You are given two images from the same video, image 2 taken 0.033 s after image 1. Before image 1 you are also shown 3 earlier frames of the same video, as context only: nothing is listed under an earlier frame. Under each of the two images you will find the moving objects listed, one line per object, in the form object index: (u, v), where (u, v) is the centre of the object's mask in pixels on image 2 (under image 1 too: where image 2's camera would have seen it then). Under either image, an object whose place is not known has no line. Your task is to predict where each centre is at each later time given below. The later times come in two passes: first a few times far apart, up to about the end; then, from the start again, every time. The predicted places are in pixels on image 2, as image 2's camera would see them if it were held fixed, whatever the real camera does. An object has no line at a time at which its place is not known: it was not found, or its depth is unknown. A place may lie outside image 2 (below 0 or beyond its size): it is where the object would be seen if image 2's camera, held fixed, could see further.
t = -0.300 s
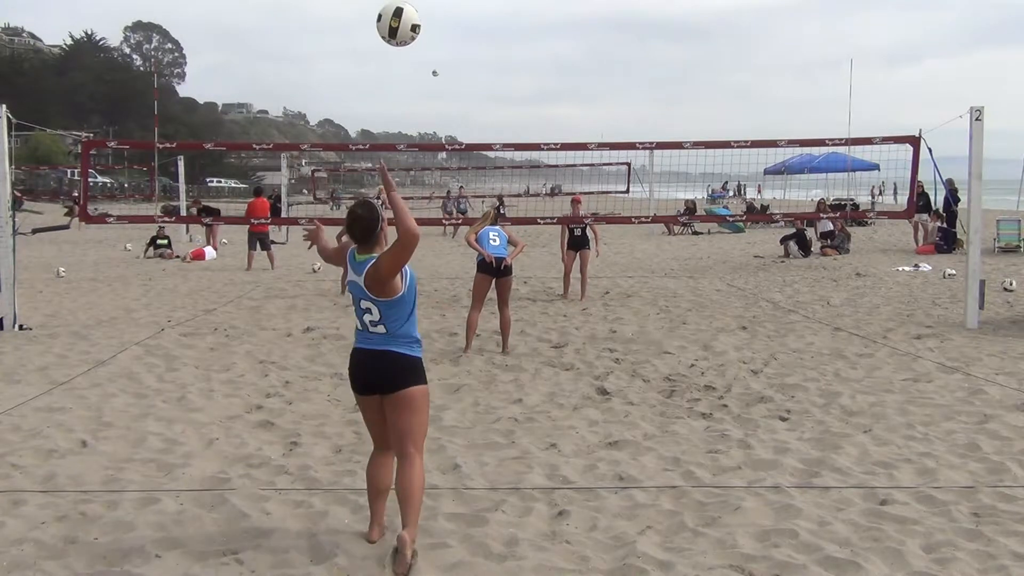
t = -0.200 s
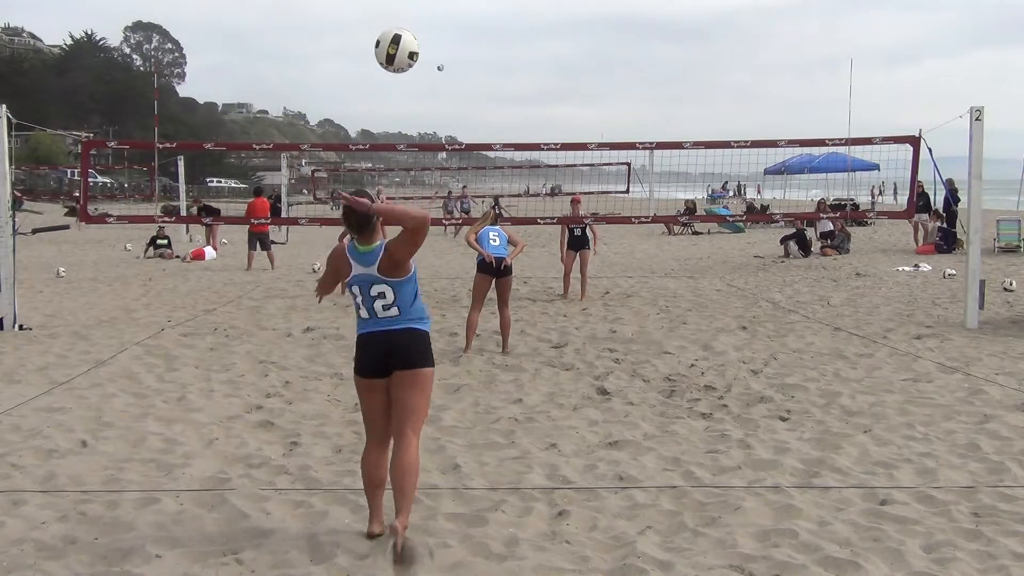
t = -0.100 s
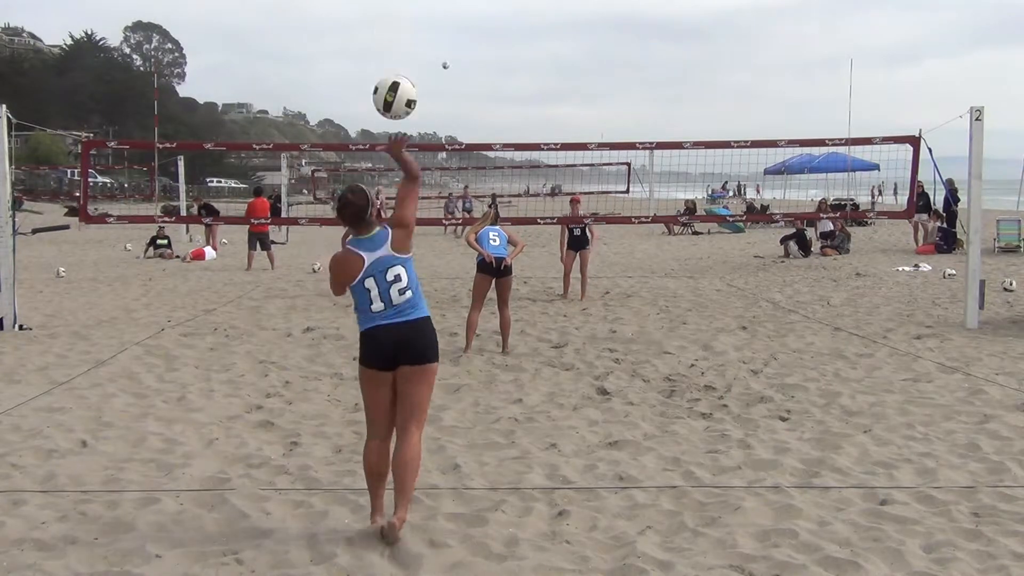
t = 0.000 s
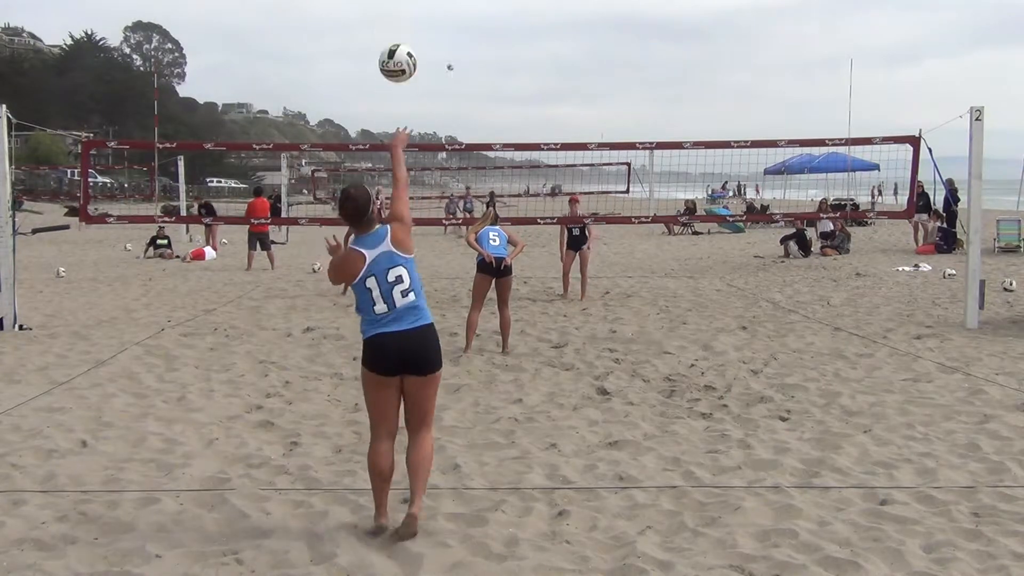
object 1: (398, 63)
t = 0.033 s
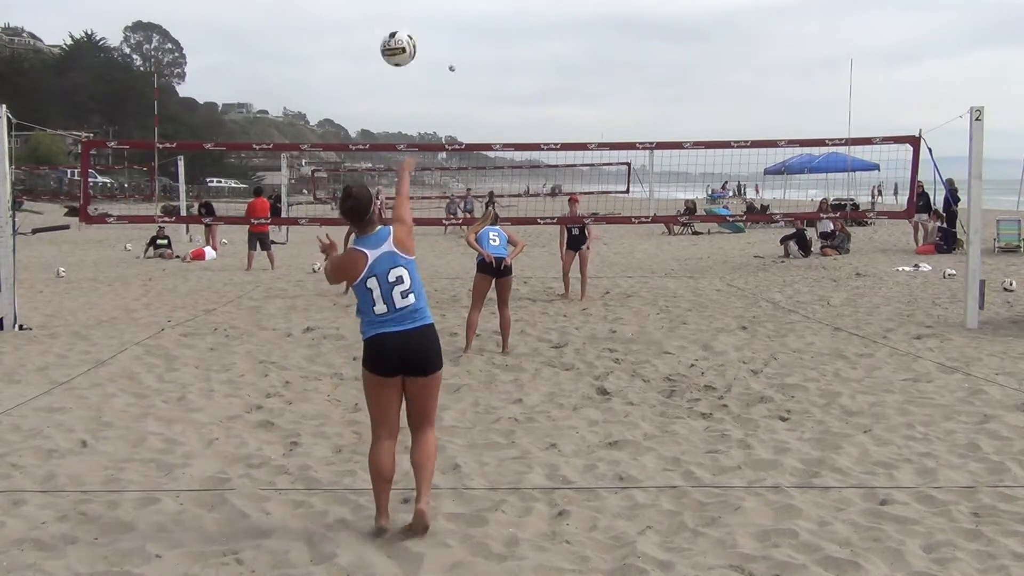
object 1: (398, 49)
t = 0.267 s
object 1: (393, 23)
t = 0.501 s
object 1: (385, 73)
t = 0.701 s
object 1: (377, 138)
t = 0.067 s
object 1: (398, 37)
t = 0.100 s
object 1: (398, 29)
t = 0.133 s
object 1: (397, 23)
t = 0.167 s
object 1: (395, 21)
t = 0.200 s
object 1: (395, 20)
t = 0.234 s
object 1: (394, 20)
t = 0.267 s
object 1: (393, 23)
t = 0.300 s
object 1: (391, 28)
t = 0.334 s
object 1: (390, 33)
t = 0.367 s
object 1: (389, 39)
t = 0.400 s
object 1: (388, 47)
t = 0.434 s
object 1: (386, 55)
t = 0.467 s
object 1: (386, 63)
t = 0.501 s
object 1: (385, 73)
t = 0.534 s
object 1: (384, 83)
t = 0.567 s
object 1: (383, 94)
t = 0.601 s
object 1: (381, 105)
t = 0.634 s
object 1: (380, 116)
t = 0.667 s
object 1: (378, 127)
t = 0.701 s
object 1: (377, 138)
